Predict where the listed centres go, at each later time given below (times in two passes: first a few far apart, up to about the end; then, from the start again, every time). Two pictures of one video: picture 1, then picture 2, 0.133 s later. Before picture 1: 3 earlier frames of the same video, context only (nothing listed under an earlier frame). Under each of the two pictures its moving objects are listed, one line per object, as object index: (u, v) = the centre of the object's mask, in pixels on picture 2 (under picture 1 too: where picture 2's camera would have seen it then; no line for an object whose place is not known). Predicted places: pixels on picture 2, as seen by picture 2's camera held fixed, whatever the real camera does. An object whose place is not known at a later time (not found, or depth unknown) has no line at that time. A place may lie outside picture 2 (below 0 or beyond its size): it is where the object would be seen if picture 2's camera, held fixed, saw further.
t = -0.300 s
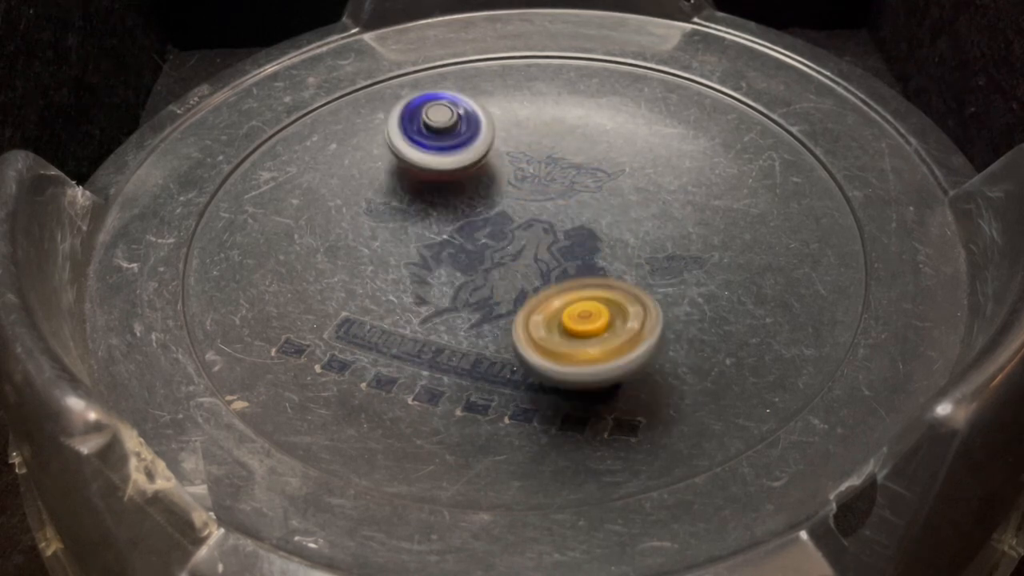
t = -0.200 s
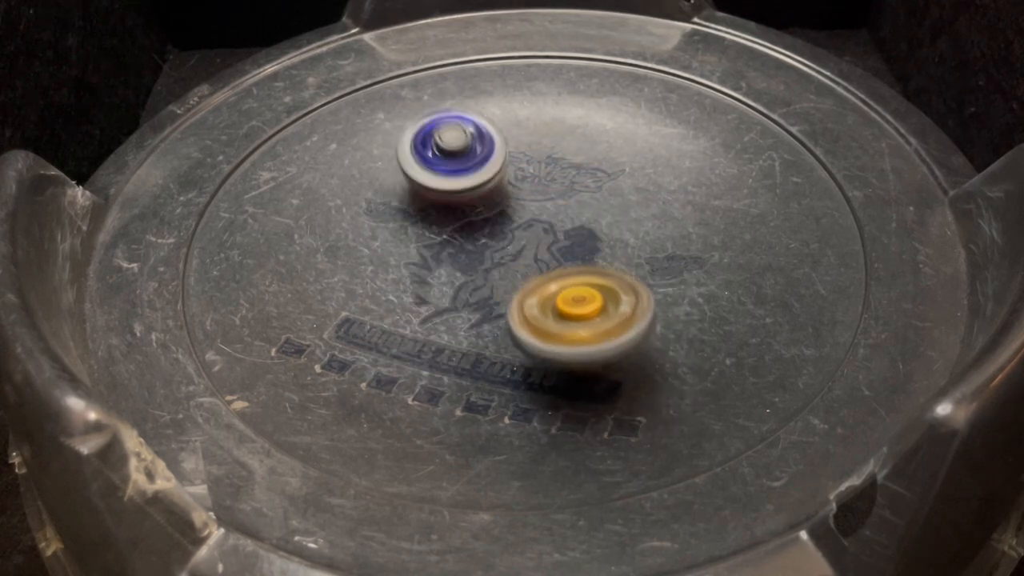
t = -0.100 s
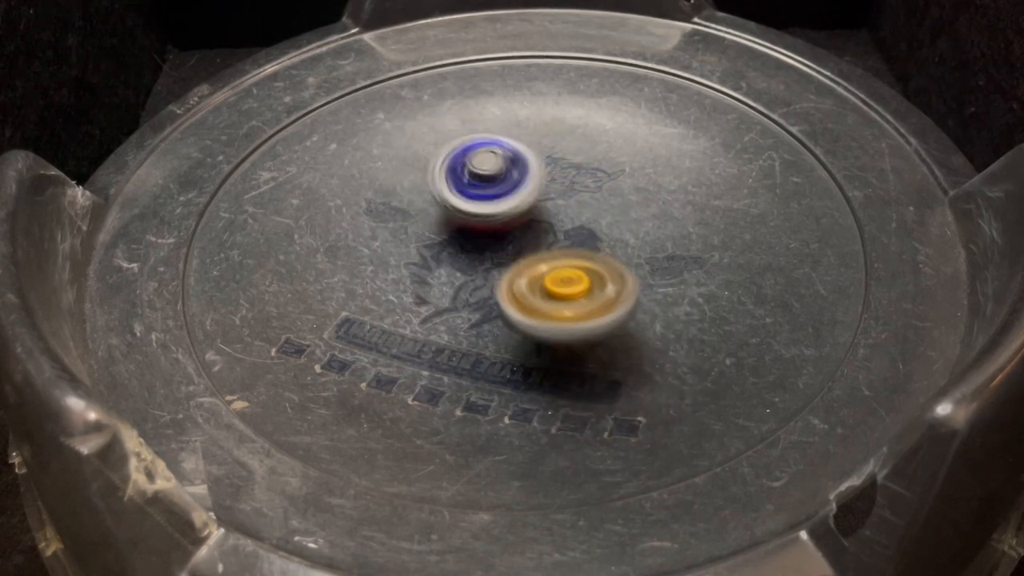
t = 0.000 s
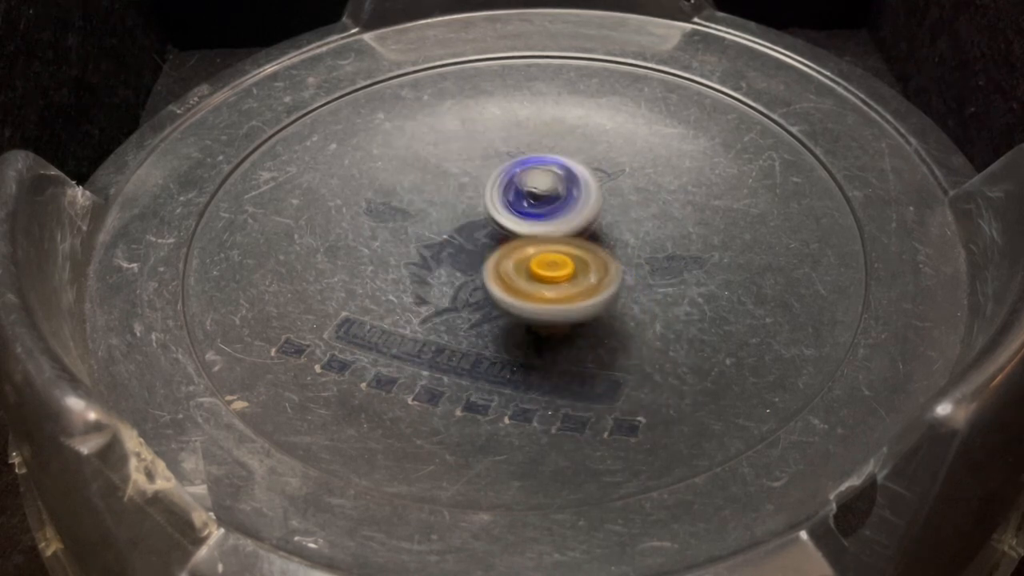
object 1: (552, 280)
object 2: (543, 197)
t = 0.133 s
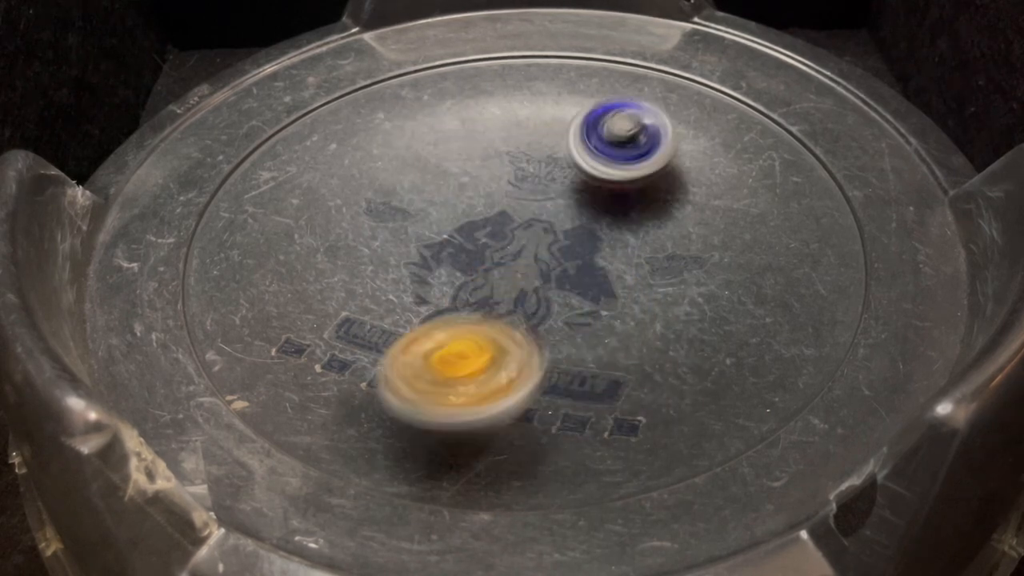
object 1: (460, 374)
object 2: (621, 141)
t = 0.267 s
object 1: (418, 400)
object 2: (628, 106)
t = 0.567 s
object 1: (475, 317)
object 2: (557, 193)
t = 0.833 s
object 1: (451, 280)
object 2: (596, 257)
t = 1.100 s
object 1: (471, 240)
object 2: (599, 269)
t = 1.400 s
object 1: (462, 194)
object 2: (602, 266)
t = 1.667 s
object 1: (444, 79)
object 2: (594, 326)
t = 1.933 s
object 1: (461, 114)
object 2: (582, 337)
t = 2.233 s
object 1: (497, 180)
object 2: (468, 274)
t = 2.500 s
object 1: (537, 186)
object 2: (399, 242)
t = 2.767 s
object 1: (608, 205)
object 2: (373, 222)
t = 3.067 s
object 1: (635, 217)
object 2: (399, 224)
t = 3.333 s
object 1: (629, 221)
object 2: (486, 218)
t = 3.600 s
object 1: (642, 219)
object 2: (513, 224)
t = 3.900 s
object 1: (622, 215)
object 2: (496, 241)
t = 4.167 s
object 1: (701, 206)
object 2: (396, 235)
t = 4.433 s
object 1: (642, 205)
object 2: (416, 212)
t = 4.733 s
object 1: (603, 208)
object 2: (468, 245)
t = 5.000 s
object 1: (582, 205)
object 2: (466, 274)
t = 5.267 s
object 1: (558, 198)
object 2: (463, 278)
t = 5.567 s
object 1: (582, 157)
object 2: (469, 292)
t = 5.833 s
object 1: (571, 157)
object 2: (490, 292)
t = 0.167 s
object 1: (439, 390)
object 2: (628, 132)
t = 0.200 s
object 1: (424, 399)
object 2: (630, 121)
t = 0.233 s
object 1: (418, 402)
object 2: (631, 112)
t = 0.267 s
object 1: (418, 400)
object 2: (628, 106)
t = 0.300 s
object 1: (420, 397)
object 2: (621, 107)
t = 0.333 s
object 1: (424, 391)
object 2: (614, 105)
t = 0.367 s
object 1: (429, 385)
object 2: (606, 114)
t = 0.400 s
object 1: (435, 377)
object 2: (596, 121)
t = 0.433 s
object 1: (444, 367)
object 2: (586, 133)
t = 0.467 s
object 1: (451, 356)
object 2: (581, 145)
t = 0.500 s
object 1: (459, 343)
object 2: (573, 160)
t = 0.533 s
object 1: (467, 331)
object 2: (565, 176)
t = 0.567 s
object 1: (475, 317)
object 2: (557, 193)
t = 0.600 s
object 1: (481, 303)
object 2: (554, 207)
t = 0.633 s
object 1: (486, 292)
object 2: (553, 221)
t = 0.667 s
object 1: (478, 292)
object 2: (558, 227)
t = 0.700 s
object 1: (469, 291)
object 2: (564, 235)
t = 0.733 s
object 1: (465, 289)
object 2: (570, 243)
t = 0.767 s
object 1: (457, 287)
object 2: (577, 248)
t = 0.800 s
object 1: (451, 284)
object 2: (588, 254)
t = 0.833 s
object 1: (451, 280)
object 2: (596, 257)
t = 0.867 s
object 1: (452, 276)
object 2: (600, 260)
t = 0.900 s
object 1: (454, 271)
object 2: (604, 263)
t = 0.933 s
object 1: (457, 266)
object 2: (608, 263)
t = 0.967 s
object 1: (459, 262)
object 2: (608, 265)
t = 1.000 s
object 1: (462, 257)
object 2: (608, 266)
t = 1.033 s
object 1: (465, 252)
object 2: (607, 266)
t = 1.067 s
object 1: (469, 246)
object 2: (602, 268)
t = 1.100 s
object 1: (471, 240)
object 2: (599, 269)
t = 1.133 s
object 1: (455, 229)
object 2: (609, 272)
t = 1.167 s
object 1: (444, 218)
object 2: (614, 273)
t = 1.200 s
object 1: (438, 210)
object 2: (620, 273)
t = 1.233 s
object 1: (438, 204)
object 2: (622, 272)
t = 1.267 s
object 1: (442, 201)
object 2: (621, 272)
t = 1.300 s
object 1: (446, 199)
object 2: (620, 270)
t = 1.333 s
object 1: (451, 197)
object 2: (616, 268)
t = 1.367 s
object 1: (456, 196)
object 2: (610, 268)
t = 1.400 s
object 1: (462, 194)
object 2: (602, 266)
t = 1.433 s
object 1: (467, 193)
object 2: (591, 265)
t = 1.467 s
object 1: (473, 192)
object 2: (580, 263)
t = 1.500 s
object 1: (479, 191)
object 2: (567, 261)
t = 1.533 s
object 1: (476, 178)
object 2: (562, 275)
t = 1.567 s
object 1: (462, 143)
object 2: (576, 295)
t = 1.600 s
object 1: (453, 117)
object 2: (581, 307)
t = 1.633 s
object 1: (447, 94)
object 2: (587, 318)
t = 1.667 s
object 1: (444, 79)
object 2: (594, 326)
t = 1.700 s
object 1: (445, 71)
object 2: (597, 333)
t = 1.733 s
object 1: (447, 69)
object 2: (602, 338)
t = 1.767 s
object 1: (448, 73)
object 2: (603, 342)
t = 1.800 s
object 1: (450, 78)
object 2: (605, 345)
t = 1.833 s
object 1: (452, 85)
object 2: (602, 345)
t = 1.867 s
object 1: (454, 93)
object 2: (598, 344)
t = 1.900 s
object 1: (457, 103)
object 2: (592, 340)
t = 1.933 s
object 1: (461, 114)
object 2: (582, 337)
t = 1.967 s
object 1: (464, 124)
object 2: (572, 329)
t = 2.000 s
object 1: (467, 136)
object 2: (559, 324)
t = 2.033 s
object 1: (470, 146)
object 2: (546, 313)
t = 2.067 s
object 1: (476, 157)
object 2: (530, 306)
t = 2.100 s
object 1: (479, 167)
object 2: (518, 295)
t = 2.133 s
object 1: (483, 176)
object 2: (504, 286)
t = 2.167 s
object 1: (486, 182)
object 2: (494, 278)
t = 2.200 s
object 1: (490, 183)
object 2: (482, 276)
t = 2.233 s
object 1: (497, 180)
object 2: (468, 274)
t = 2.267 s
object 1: (505, 174)
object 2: (457, 271)
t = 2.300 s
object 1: (510, 172)
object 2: (445, 267)
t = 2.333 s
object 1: (513, 175)
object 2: (436, 261)
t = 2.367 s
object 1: (514, 179)
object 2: (430, 258)
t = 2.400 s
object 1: (514, 183)
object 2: (425, 252)
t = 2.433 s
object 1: (519, 185)
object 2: (417, 249)
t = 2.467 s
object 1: (531, 183)
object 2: (406, 246)
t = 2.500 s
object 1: (537, 186)
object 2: (399, 242)
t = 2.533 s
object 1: (539, 190)
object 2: (398, 239)
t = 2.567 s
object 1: (538, 193)
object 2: (397, 237)
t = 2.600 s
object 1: (537, 196)
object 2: (399, 235)
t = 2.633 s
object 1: (536, 199)
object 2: (402, 233)
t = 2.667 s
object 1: (535, 202)
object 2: (407, 231)
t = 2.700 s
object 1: (539, 205)
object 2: (406, 228)
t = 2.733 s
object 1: (575, 205)
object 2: (386, 224)
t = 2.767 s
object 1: (608, 205)
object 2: (373, 222)
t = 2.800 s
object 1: (637, 206)
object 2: (366, 222)
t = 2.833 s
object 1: (655, 207)
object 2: (359, 221)
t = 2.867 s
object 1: (666, 211)
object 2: (356, 221)
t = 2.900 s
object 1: (669, 213)
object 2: (355, 222)
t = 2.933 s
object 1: (666, 213)
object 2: (359, 221)
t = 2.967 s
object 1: (659, 214)
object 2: (364, 222)
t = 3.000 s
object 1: (652, 216)
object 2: (374, 223)
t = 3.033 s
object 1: (644, 216)
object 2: (383, 223)
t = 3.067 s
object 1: (635, 217)
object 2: (399, 224)
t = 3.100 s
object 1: (628, 217)
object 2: (411, 223)
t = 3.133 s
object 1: (620, 218)
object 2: (428, 224)
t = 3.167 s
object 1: (612, 218)
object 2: (443, 223)
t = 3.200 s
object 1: (605, 218)
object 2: (459, 223)
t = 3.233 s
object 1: (600, 219)
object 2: (474, 222)
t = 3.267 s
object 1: (607, 219)
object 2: (479, 221)
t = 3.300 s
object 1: (623, 220)
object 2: (480, 219)
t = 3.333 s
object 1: (629, 221)
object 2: (486, 218)
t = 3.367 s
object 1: (629, 222)
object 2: (491, 218)
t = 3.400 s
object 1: (624, 221)
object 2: (494, 218)
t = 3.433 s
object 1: (621, 219)
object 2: (500, 218)
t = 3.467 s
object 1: (627, 220)
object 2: (500, 219)
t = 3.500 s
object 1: (636, 221)
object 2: (503, 221)
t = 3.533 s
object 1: (637, 220)
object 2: (508, 223)
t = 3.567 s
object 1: (638, 219)
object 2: (512, 223)
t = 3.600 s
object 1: (642, 219)
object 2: (513, 224)
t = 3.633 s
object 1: (641, 218)
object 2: (513, 226)
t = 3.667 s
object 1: (643, 218)
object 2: (513, 227)
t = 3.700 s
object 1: (643, 217)
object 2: (510, 230)
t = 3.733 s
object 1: (641, 217)
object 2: (507, 230)
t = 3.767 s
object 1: (638, 216)
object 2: (506, 233)
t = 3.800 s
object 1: (634, 216)
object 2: (503, 236)
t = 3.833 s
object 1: (630, 216)
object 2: (502, 237)
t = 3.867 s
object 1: (626, 216)
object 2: (499, 240)
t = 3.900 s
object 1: (622, 215)
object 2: (496, 241)
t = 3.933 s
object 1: (622, 215)
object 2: (493, 242)
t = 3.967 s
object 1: (620, 215)
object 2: (488, 245)
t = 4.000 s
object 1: (616, 215)
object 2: (487, 244)
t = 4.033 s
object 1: (625, 214)
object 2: (476, 243)
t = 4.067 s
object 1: (663, 209)
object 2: (443, 242)
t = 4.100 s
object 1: (686, 207)
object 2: (420, 237)
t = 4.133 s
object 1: (700, 207)
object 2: (408, 236)
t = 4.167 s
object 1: (701, 206)
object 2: (396, 235)
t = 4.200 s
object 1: (700, 206)
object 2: (392, 231)
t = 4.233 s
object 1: (694, 205)
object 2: (388, 230)
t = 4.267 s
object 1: (688, 204)
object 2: (387, 230)
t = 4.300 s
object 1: (680, 203)
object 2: (389, 225)
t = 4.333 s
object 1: (672, 203)
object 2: (390, 221)
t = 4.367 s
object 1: (664, 203)
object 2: (393, 217)
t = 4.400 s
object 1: (653, 204)
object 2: (404, 214)
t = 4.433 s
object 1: (642, 205)
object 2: (416, 212)
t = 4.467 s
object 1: (630, 207)
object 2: (422, 211)
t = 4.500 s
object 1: (622, 208)
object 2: (431, 212)
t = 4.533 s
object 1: (614, 208)
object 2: (442, 215)
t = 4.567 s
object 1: (607, 208)
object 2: (447, 217)
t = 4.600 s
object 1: (601, 208)
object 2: (459, 220)
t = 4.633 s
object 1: (597, 209)
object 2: (468, 227)
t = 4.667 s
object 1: (597, 209)
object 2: (468, 234)
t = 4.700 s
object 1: (596, 209)
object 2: (472, 236)
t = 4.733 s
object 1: (603, 208)
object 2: (468, 245)
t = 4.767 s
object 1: (606, 208)
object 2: (462, 247)
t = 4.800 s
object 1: (605, 208)
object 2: (464, 251)
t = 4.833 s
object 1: (602, 208)
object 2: (466, 256)
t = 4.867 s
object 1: (599, 207)
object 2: (467, 262)
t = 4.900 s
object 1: (594, 207)
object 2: (467, 267)
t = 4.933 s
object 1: (590, 206)
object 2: (467, 266)
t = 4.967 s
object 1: (586, 205)
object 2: (467, 267)
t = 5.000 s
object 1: (582, 205)
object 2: (466, 274)
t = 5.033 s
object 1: (579, 204)
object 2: (461, 275)
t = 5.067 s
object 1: (576, 203)
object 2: (459, 276)
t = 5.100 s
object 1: (573, 202)
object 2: (455, 277)
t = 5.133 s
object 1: (569, 201)
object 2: (454, 277)
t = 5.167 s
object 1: (566, 200)
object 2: (455, 277)
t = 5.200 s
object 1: (563, 200)
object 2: (460, 274)
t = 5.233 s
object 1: (561, 199)
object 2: (462, 276)
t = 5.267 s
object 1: (558, 198)
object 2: (463, 278)
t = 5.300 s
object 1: (555, 197)
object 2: (462, 277)
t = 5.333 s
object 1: (552, 196)
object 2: (468, 275)
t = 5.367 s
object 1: (550, 195)
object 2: (477, 275)
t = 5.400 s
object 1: (551, 193)
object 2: (485, 275)
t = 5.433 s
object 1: (558, 185)
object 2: (486, 279)
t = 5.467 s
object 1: (570, 173)
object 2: (482, 288)
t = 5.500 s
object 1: (580, 163)
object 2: (473, 292)
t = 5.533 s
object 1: (583, 158)
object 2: (470, 291)
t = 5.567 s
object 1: (582, 157)
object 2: (469, 292)
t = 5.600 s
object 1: (581, 156)
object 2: (471, 287)
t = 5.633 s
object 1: (580, 154)
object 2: (477, 286)
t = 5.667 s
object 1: (578, 154)
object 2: (483, 288)
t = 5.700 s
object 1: (577, 154)
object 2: (483, 290)
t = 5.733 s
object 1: (575, 154)
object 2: (484, 291)
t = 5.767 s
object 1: (573, 155)
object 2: (487, 291)
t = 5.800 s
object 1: (572, 156)
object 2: (489, 290)
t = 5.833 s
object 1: (571, 157)
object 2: (490, 292)
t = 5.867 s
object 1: (570, 159)
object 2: (491, 293)
